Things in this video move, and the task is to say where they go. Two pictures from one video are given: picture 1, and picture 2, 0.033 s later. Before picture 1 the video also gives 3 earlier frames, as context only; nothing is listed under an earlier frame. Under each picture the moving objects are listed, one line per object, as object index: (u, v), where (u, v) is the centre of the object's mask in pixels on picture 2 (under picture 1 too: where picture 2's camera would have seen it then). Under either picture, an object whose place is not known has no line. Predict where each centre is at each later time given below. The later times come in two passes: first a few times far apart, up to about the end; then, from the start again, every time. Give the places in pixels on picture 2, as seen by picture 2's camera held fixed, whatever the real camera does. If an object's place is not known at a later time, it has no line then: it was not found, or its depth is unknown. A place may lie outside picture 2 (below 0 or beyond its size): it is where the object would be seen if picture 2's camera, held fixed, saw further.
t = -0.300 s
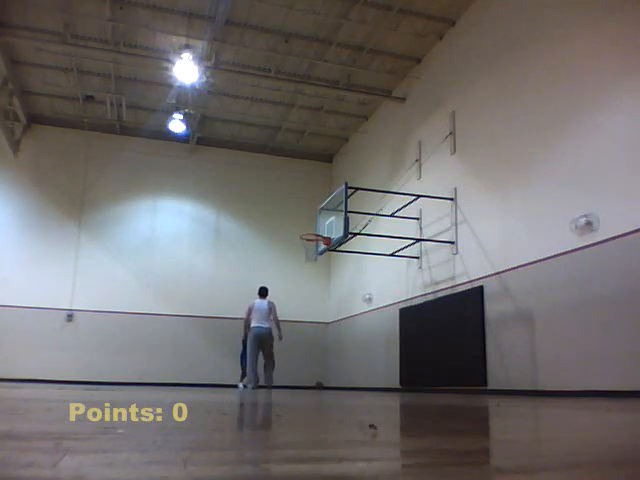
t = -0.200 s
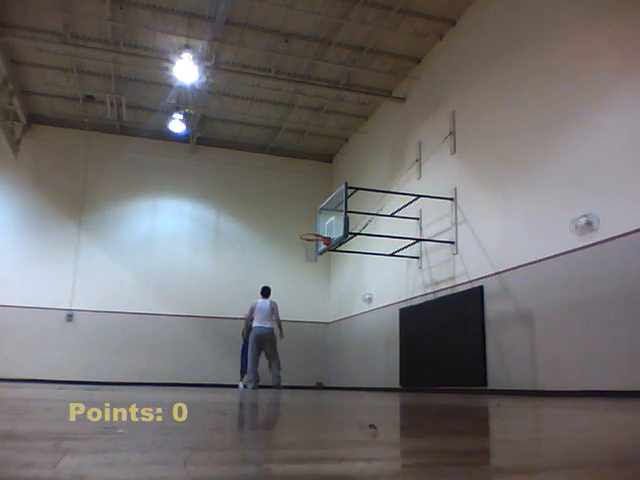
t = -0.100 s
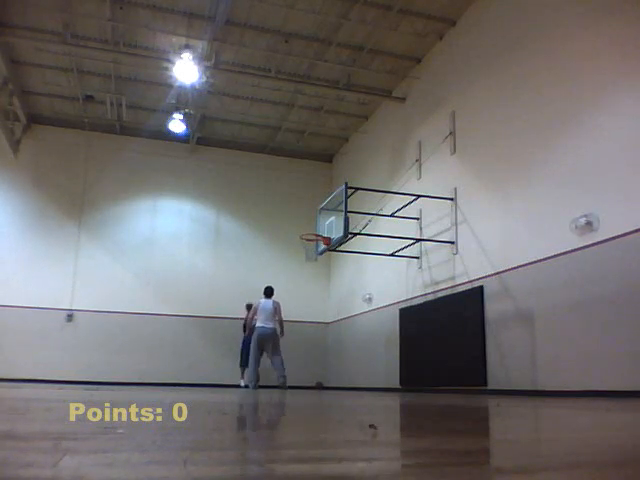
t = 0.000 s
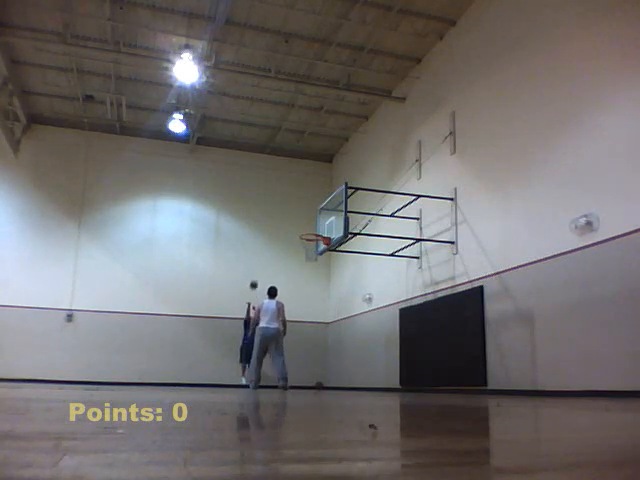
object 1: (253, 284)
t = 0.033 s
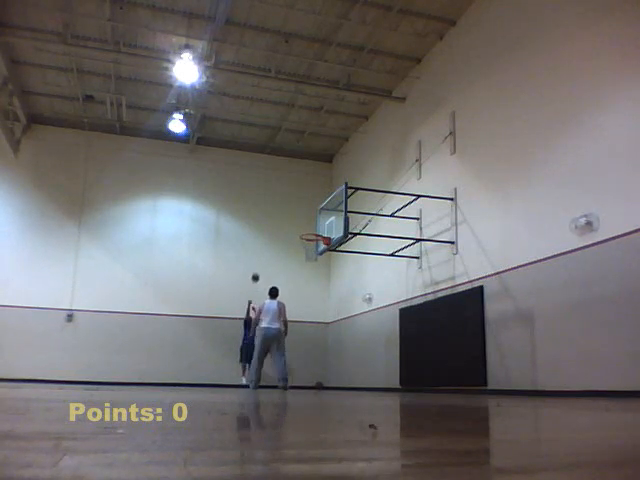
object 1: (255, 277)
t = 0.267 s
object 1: (266, 235)
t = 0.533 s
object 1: (279, 203)
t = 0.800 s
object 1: (292, 195)
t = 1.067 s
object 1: (306, 215)
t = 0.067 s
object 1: (257, 270)
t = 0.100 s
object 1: (258, 263)
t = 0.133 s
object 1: (260, 257)
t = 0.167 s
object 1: (261, 251)
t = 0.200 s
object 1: (263, 245)
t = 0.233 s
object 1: (265, 240)
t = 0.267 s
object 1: (266, 235)
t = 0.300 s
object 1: (268, 229)
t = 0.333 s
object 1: (269, 224)
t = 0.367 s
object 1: (271, 220)
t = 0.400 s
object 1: (272, 216)
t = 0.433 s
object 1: (274, 213)
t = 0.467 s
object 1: (276, 209)
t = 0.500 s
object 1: (277, 206)
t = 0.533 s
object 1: (279, 203)
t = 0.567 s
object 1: (281, 201)
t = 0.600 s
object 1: (282, 199)
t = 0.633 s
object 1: (284, 198)
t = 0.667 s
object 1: (285, 196)
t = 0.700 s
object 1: (287, 195)
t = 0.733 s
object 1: (288, 195)
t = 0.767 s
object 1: (290, 195)
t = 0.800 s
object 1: (292, 195)
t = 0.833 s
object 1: (294, 196)
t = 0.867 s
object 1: (295, 197)
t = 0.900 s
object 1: (297, 199)
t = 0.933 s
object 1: (299, 201)
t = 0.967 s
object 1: (301, 203)
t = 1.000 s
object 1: (302, 207)
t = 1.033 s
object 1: (304, 210)
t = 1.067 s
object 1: (306, 215)
